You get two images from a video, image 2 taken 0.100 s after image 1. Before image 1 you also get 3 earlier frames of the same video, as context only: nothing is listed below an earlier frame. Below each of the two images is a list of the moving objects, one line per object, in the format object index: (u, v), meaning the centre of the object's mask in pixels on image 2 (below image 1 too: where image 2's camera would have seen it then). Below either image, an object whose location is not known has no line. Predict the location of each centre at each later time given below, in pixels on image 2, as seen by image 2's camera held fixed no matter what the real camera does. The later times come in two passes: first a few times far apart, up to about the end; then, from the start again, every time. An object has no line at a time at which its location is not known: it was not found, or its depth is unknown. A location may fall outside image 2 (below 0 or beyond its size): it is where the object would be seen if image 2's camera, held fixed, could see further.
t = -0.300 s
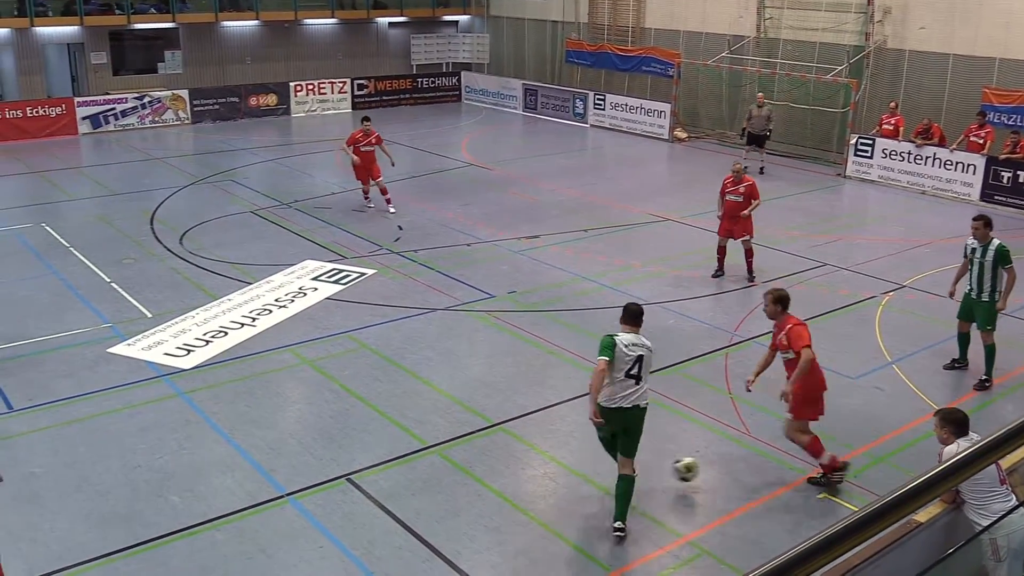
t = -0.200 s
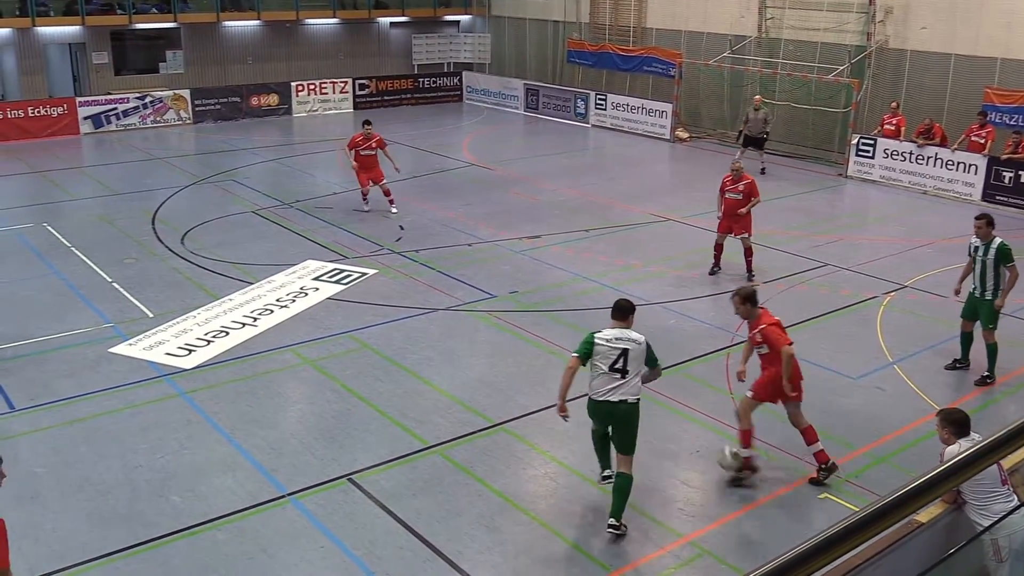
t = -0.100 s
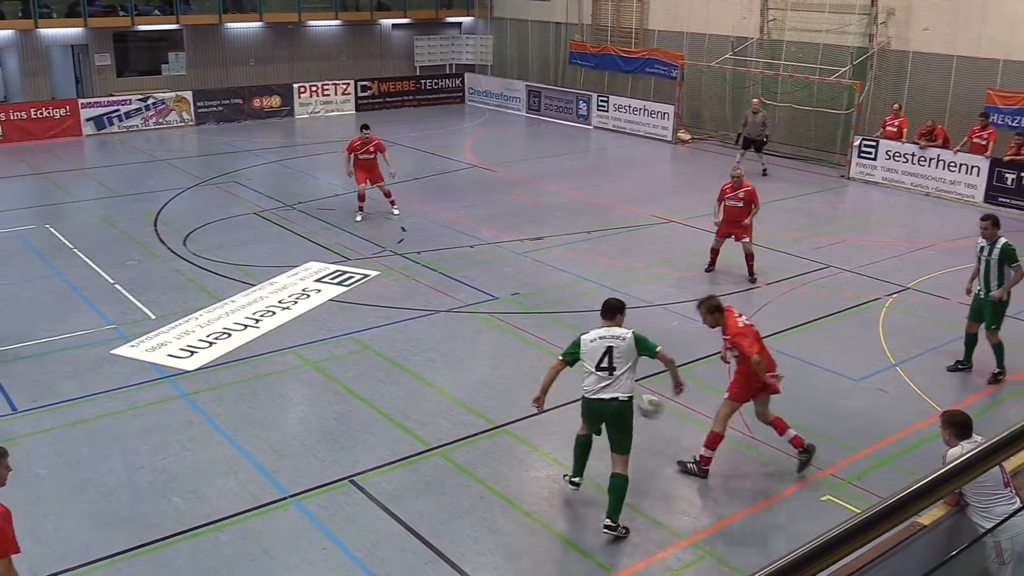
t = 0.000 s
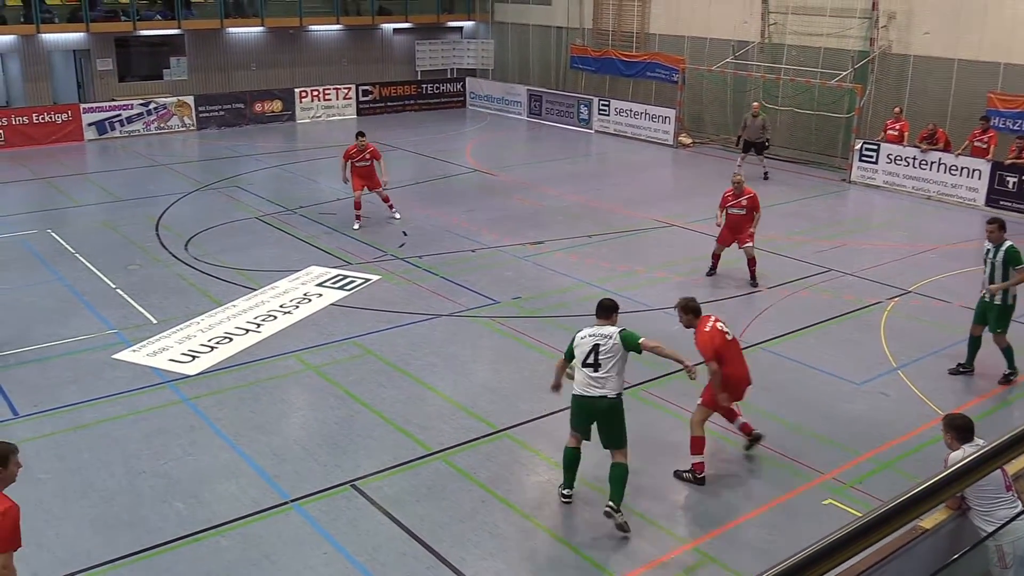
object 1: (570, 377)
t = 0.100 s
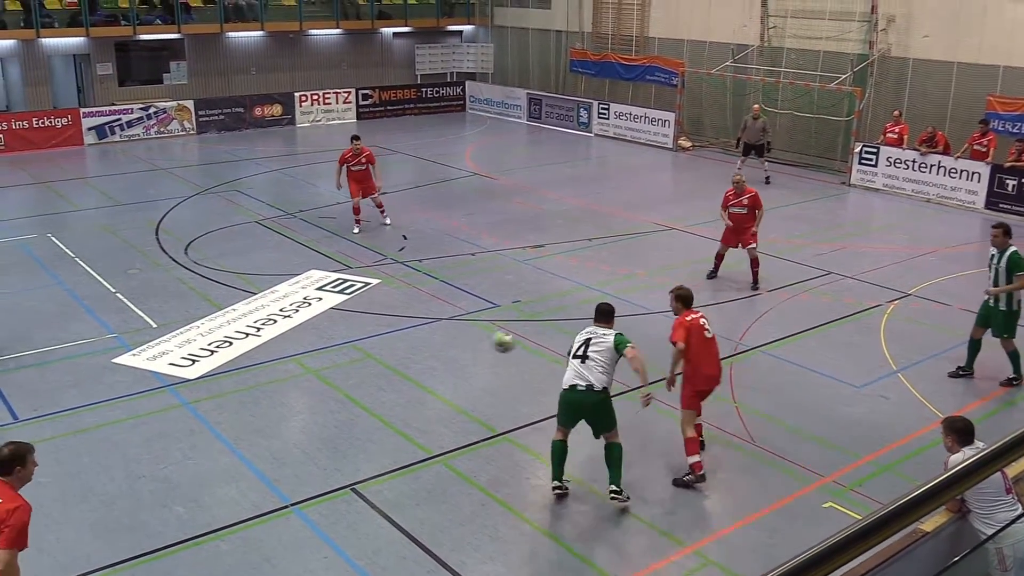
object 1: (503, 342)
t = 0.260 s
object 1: (406, 315)
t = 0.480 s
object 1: (298, 316)
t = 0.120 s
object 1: (490, 337)
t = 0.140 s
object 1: (477, 333)
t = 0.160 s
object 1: (465, 329)
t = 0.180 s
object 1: (452, 326)
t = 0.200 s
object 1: (440, 323)
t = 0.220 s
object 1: (428, 320)
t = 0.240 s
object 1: (417, 317)
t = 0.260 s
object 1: (406, 315)
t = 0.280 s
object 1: (394, 314)
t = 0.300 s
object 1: (383, 313)
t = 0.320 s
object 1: (373, 312)
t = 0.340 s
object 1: (363, 311)
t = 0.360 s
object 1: (353, 311)
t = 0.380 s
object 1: (343, 311)
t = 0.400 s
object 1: (333, 313)
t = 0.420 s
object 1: (324, 313)
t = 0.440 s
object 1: (315, 313)
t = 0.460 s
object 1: (306, 314)
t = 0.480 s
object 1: (298, 316)
